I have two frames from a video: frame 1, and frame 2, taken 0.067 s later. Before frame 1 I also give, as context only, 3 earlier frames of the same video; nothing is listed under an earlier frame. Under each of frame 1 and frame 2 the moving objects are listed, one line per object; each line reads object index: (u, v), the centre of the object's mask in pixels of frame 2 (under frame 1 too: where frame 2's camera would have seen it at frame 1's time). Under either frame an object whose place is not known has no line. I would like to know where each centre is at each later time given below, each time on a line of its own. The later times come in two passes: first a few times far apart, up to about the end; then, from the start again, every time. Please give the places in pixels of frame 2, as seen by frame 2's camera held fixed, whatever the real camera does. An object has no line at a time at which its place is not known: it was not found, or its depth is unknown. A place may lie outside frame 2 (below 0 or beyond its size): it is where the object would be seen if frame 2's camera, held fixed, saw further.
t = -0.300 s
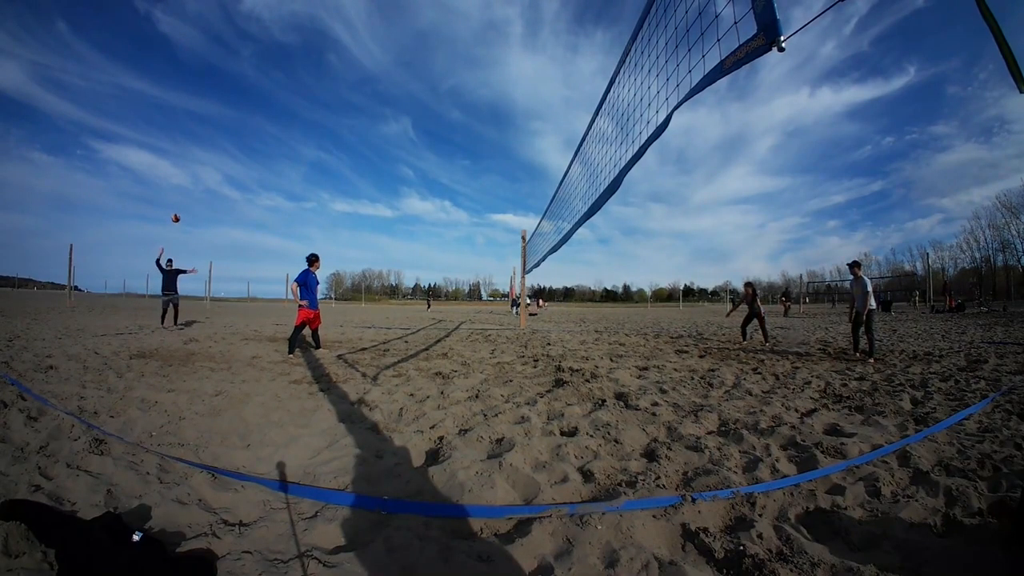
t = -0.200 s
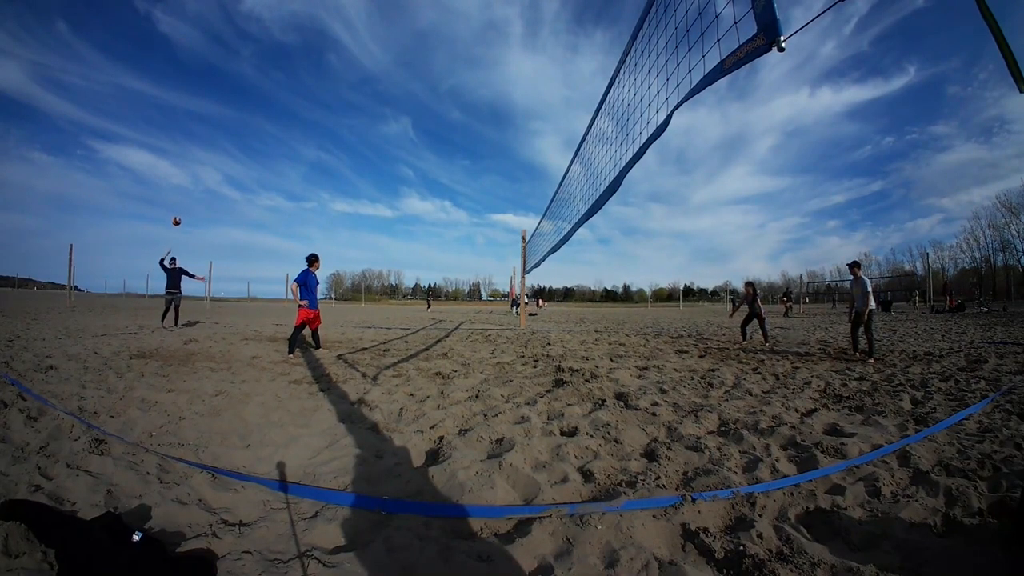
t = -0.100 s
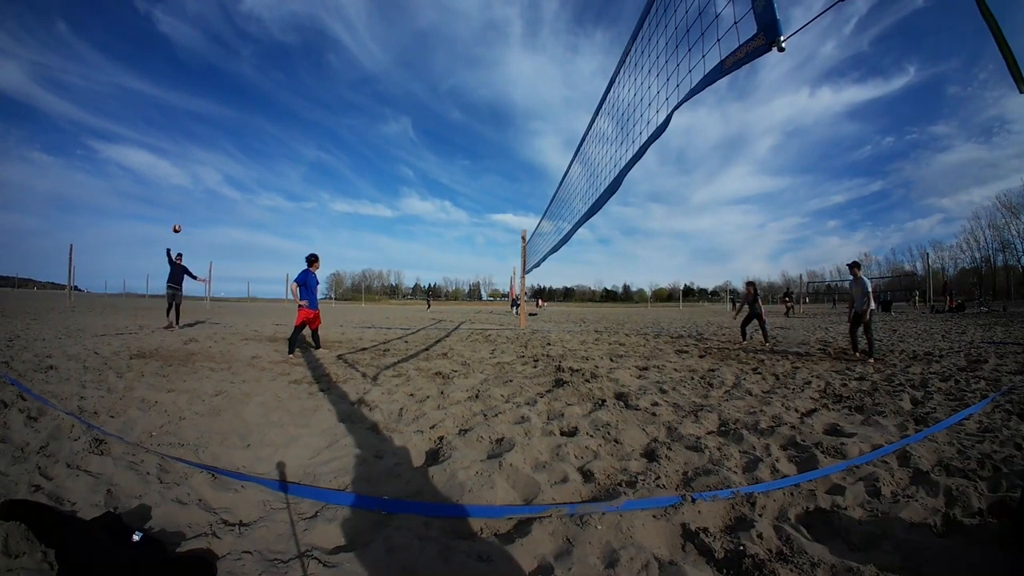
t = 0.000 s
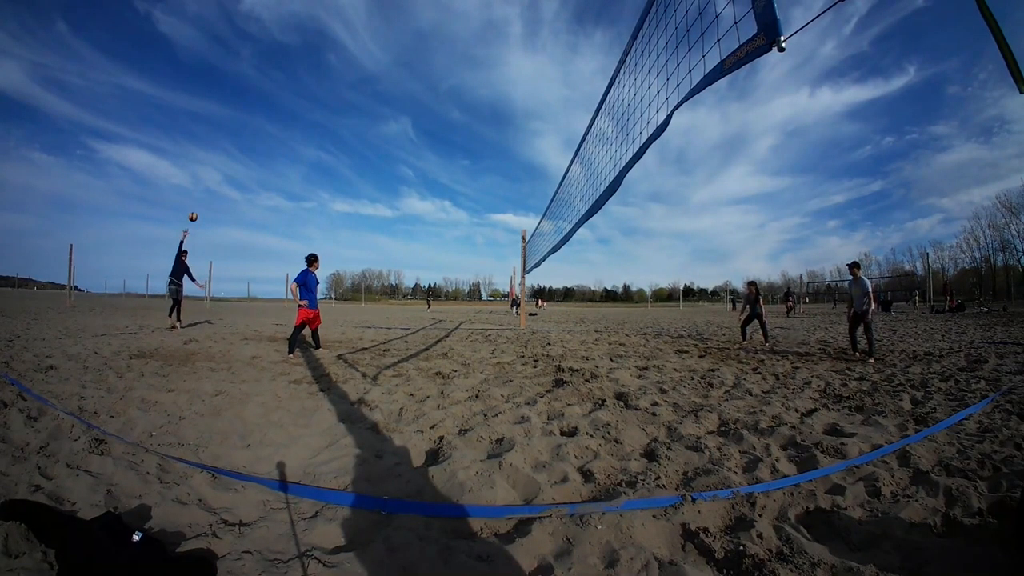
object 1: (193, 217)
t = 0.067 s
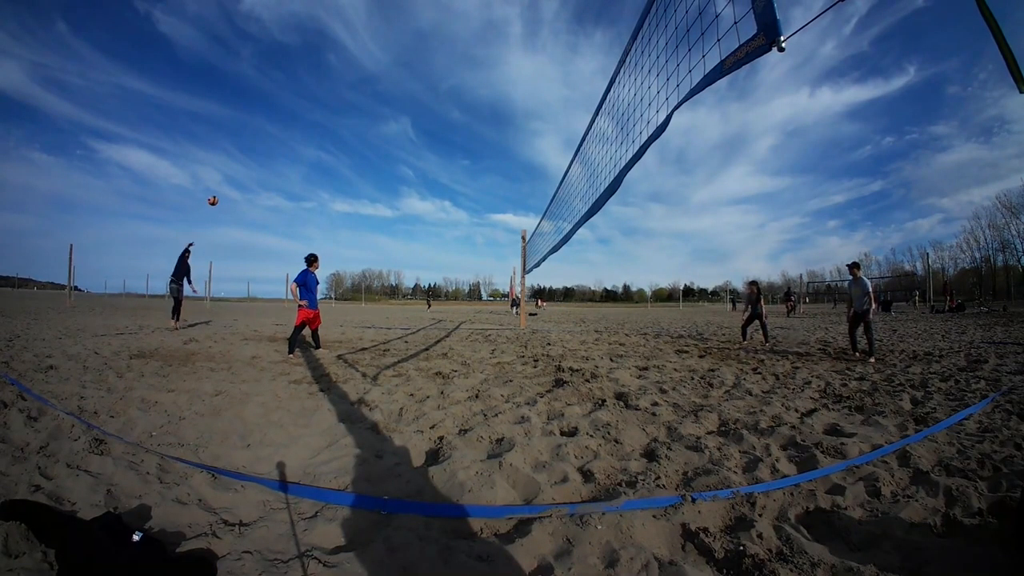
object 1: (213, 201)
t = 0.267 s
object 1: (292, 154)
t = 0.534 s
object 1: (450, 106)
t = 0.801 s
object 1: (670, 112)
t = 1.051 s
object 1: (875, 194)
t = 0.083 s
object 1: (218, 196)
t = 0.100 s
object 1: (224, 192)
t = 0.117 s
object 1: (229, 188)
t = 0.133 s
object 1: (236, 184)
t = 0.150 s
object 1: (242, 180)
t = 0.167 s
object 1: (248, 176)
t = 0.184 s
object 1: (255, 172)
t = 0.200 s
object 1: (262, 169)
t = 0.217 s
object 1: (269, 165)
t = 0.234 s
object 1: (277, 161)
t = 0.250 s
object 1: (284, 157)
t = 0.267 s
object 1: (292, 154)
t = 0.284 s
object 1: (300, 150)
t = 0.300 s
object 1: (308, 146)
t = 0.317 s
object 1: (316, 142)
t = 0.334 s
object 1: (325, 139)
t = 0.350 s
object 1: (334, 136)
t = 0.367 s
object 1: (343, 132)
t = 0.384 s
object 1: (353, 129)
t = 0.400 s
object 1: (362, 126)
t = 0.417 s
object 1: (372, 123)
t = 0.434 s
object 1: (382, 120)
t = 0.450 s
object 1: (393, 117)
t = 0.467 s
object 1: (404, 115)
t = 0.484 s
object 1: (415, 112)
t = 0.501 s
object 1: (426, 110)
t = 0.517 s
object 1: (438, 108)
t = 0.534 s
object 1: (450, 106)
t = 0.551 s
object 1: (462, 104)
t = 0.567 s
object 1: (474, 103)
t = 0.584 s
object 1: (488, 101)
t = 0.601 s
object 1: (500, 100)
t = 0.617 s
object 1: (513, 100)
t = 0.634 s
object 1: (527, 99)
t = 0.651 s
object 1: (541, 99)
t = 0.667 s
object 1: (554, 99)
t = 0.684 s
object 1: (569, 99)
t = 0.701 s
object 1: (583, 99)
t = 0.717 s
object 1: (596, 101)
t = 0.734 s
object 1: (612, 102)
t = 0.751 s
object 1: (626, 105)
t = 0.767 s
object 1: (640, 107)
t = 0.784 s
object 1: (656, 110)
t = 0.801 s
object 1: (670, 112)
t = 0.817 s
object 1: (685, 116)
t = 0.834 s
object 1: (700, 119)
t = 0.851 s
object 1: (714, 123)
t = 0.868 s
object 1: (729, 127)
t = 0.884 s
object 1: (743, 131)
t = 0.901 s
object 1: (757, 136)
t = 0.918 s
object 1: (772, 141)
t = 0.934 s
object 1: (786, 147)
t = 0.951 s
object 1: (799, 153)
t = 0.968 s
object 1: (813, 159)
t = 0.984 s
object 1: (826, 165)
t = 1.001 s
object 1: (839, 172)
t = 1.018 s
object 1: (851, 179)
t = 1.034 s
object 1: (863, 186)
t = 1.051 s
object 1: (875, 194)
